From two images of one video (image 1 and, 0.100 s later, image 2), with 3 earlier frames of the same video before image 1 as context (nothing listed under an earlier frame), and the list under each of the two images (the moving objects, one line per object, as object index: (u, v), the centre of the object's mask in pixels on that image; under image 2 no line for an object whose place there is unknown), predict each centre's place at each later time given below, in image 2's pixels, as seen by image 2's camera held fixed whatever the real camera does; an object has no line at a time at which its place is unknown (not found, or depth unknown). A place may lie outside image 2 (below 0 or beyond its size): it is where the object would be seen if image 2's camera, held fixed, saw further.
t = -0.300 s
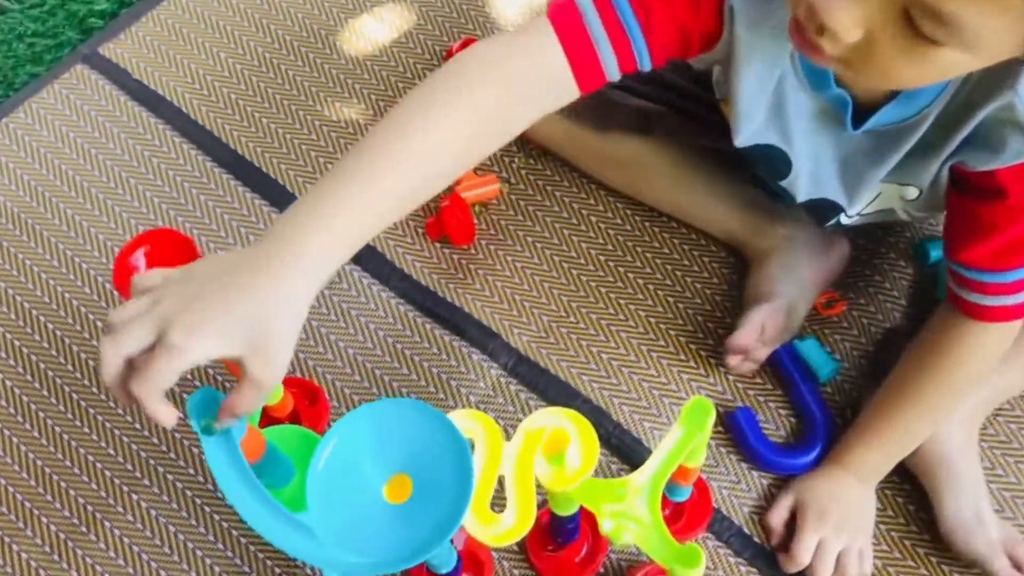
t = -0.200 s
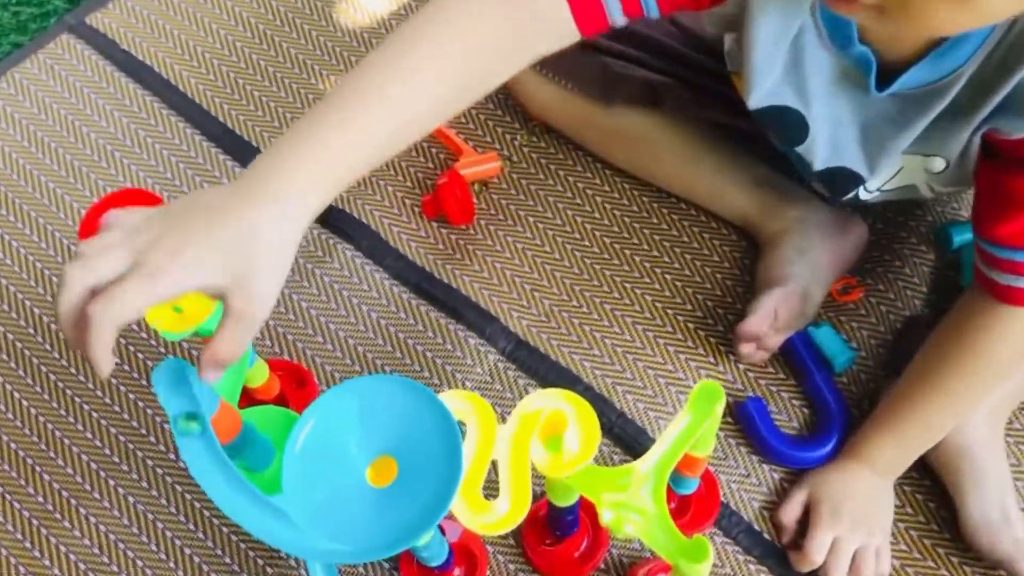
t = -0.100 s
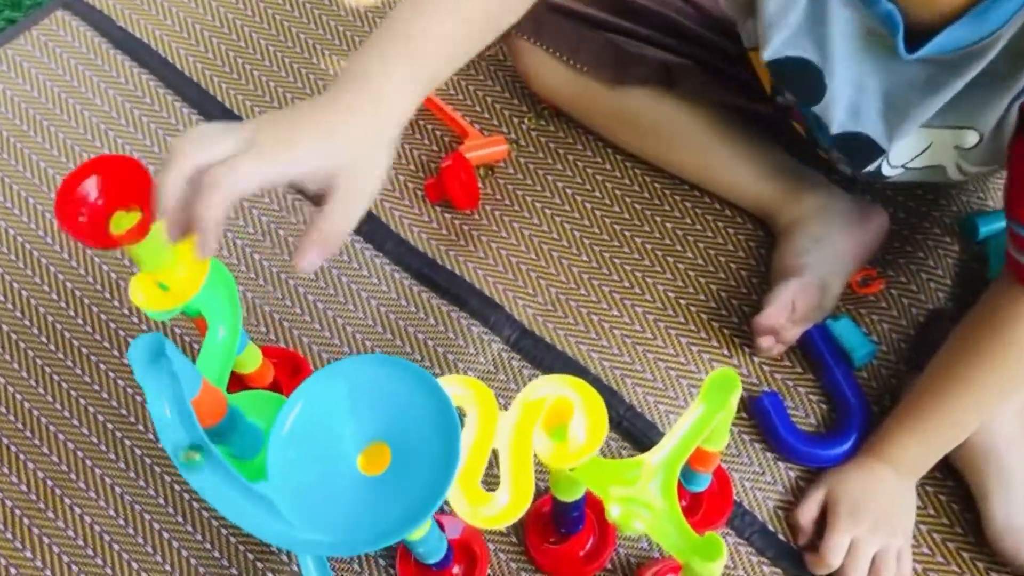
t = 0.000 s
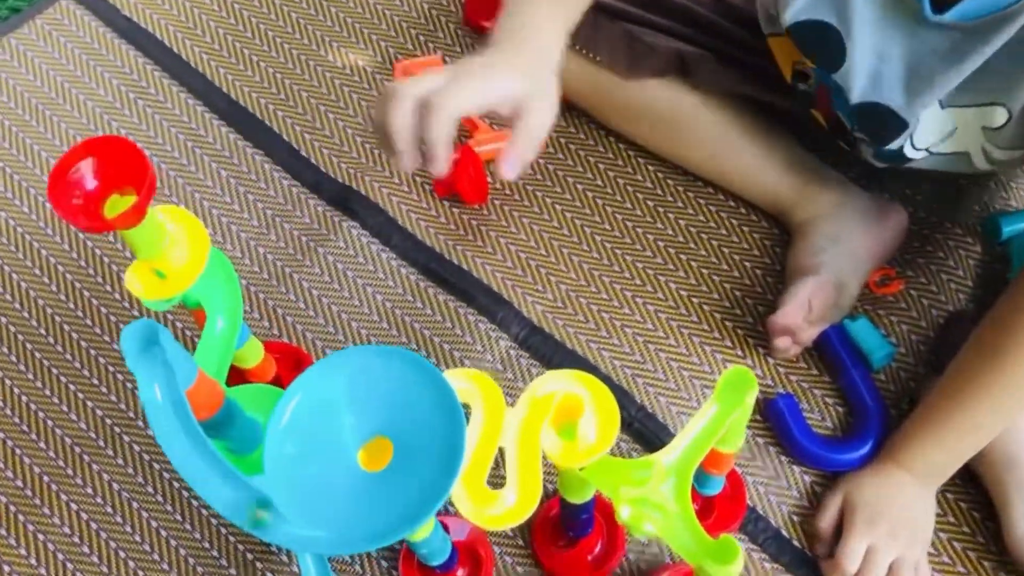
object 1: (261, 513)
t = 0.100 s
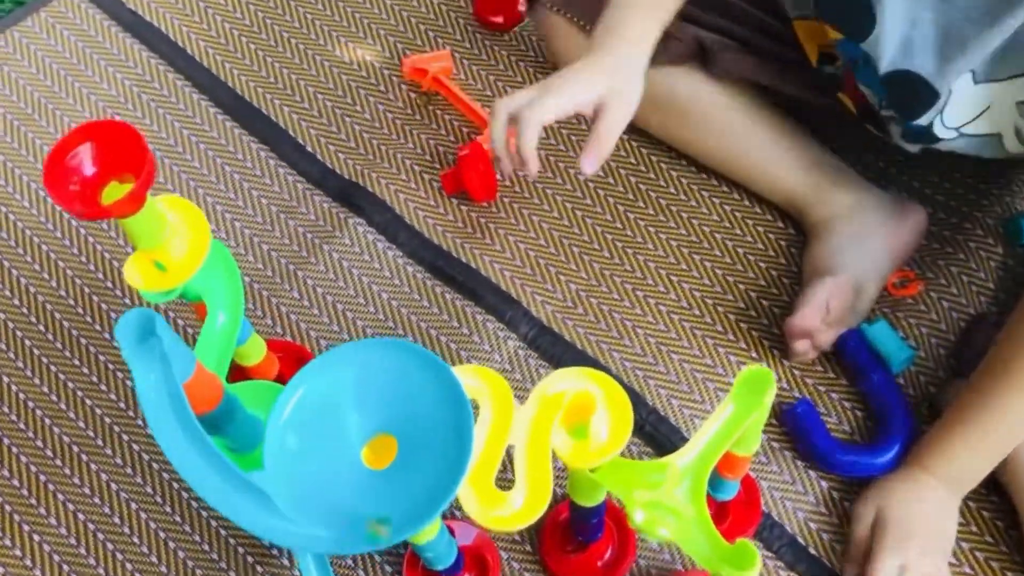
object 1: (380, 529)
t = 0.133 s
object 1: (415, 511)
